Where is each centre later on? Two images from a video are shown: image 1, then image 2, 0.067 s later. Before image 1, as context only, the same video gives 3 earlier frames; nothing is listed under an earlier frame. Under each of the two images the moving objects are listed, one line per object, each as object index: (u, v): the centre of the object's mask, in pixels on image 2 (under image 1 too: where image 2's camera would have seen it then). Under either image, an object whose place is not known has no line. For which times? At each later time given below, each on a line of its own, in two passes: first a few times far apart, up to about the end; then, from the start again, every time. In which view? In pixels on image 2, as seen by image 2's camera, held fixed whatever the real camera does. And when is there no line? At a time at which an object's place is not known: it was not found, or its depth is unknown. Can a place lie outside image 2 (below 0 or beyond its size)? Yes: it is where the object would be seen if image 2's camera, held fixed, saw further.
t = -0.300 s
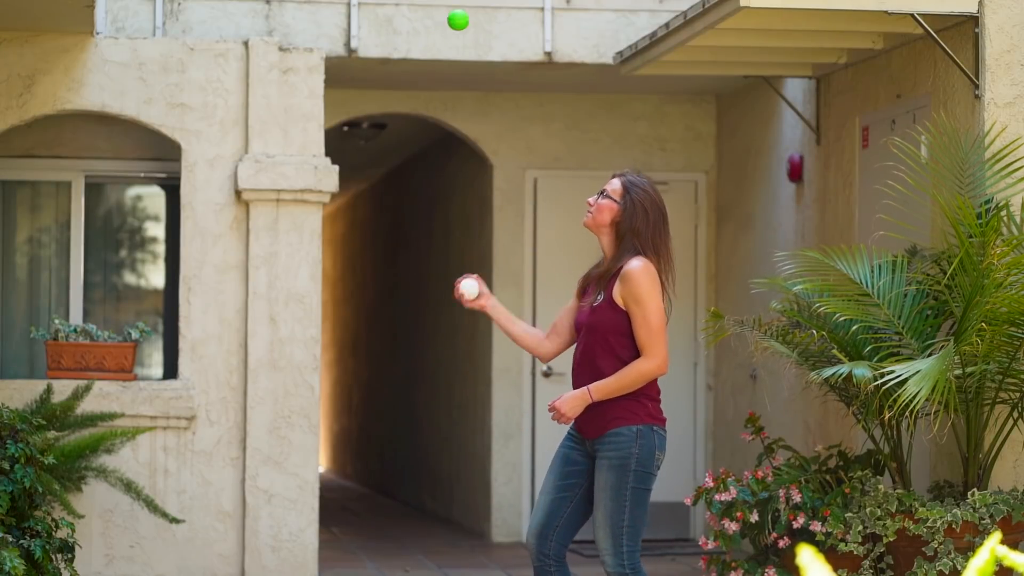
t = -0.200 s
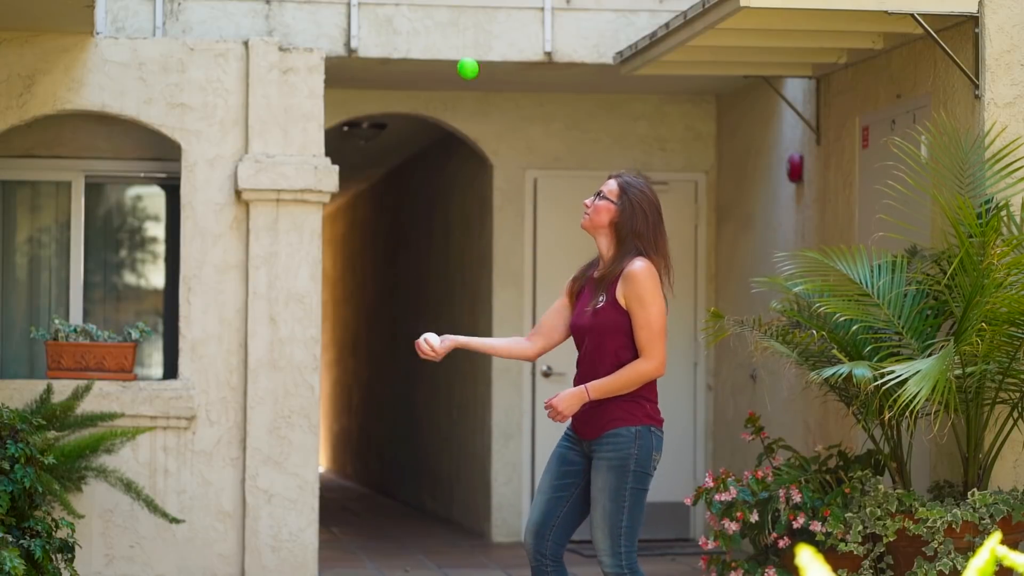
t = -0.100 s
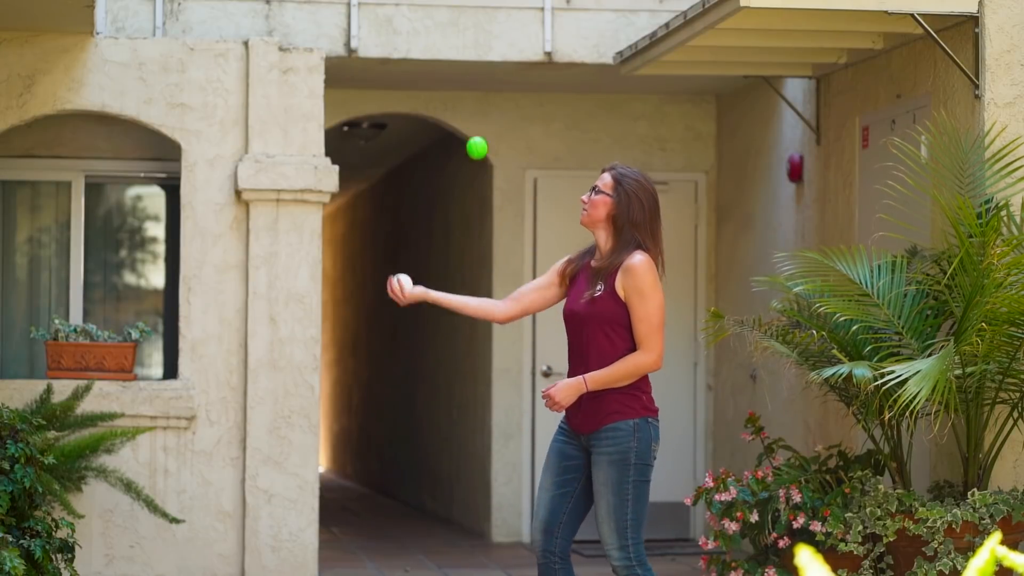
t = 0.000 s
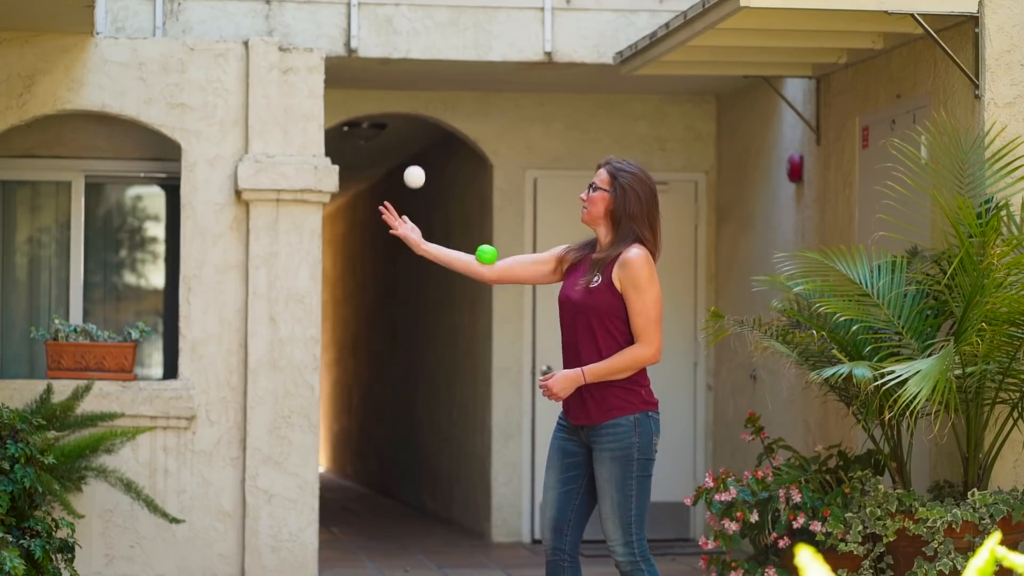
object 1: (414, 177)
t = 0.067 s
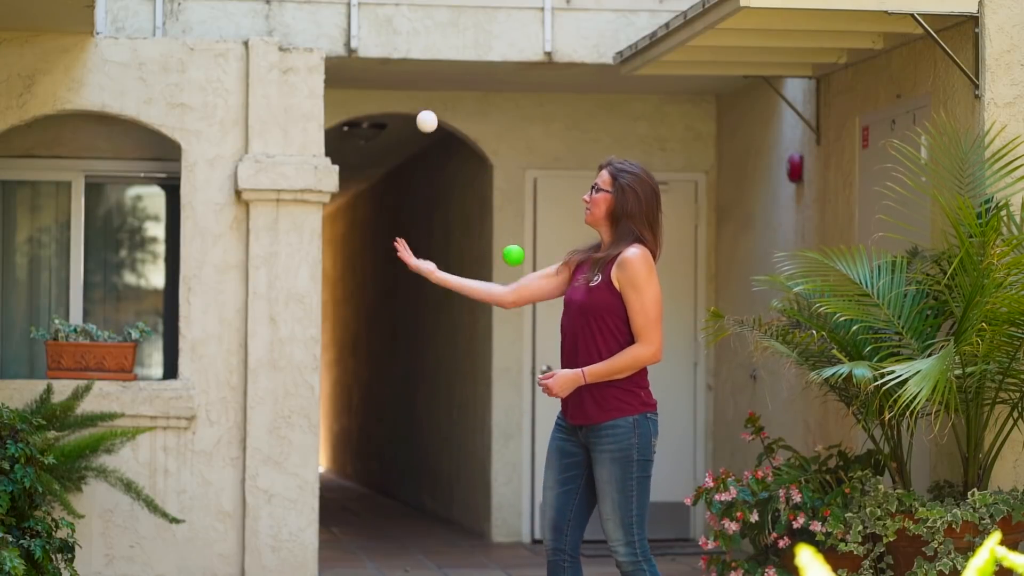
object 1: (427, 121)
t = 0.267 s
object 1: (464, 35)
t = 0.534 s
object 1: (512, 113)
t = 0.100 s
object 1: (433, 97)
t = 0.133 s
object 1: (439, 79)
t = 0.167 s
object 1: (445, 63)
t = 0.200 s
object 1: (452, 50)
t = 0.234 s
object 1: (458, 41)
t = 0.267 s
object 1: (464, 35)
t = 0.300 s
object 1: (470, 33)
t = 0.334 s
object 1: (476, 34)
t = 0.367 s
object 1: (482, 39)
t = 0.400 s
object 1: (488, 46)
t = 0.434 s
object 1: (494, 58)
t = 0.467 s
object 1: (500, 73)
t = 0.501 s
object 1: (506, 91)
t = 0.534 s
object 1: (512, 113)
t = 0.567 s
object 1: (518, 138)
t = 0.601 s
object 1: (523, 167)
